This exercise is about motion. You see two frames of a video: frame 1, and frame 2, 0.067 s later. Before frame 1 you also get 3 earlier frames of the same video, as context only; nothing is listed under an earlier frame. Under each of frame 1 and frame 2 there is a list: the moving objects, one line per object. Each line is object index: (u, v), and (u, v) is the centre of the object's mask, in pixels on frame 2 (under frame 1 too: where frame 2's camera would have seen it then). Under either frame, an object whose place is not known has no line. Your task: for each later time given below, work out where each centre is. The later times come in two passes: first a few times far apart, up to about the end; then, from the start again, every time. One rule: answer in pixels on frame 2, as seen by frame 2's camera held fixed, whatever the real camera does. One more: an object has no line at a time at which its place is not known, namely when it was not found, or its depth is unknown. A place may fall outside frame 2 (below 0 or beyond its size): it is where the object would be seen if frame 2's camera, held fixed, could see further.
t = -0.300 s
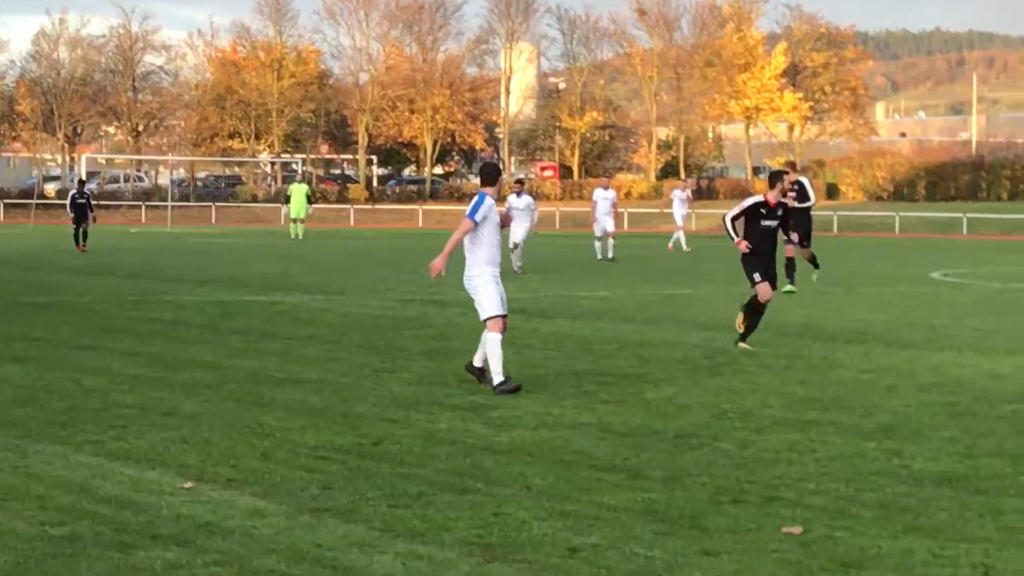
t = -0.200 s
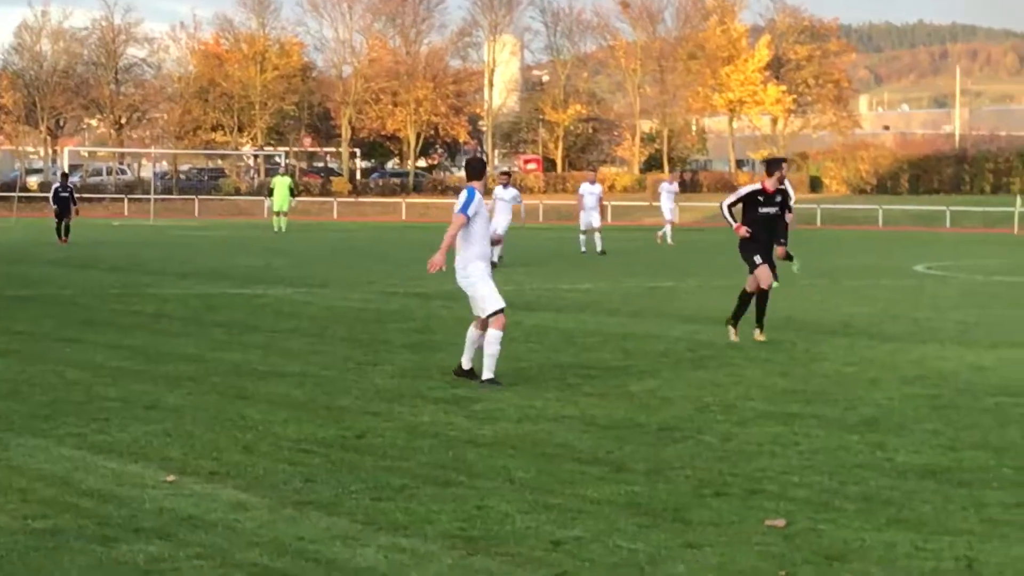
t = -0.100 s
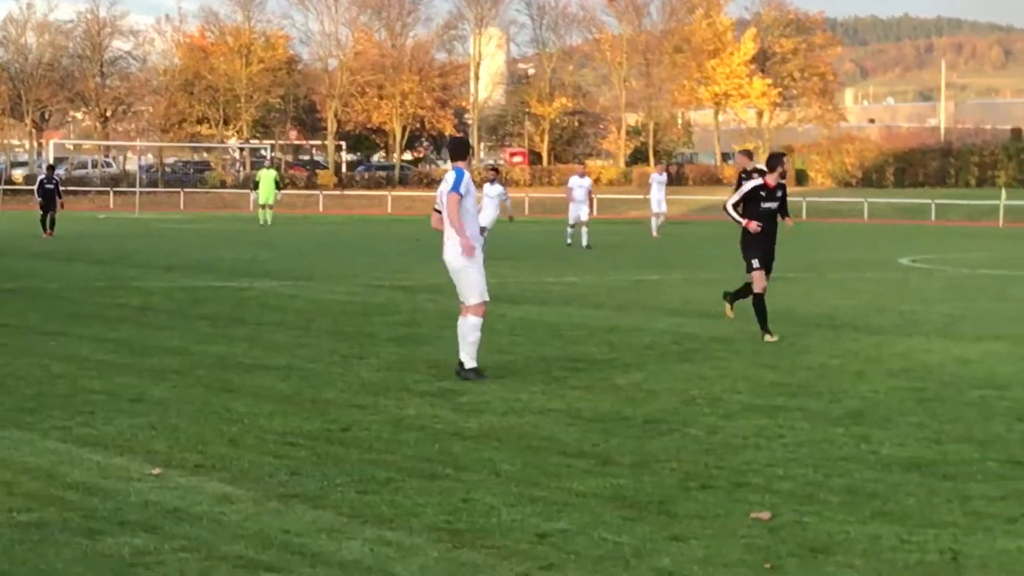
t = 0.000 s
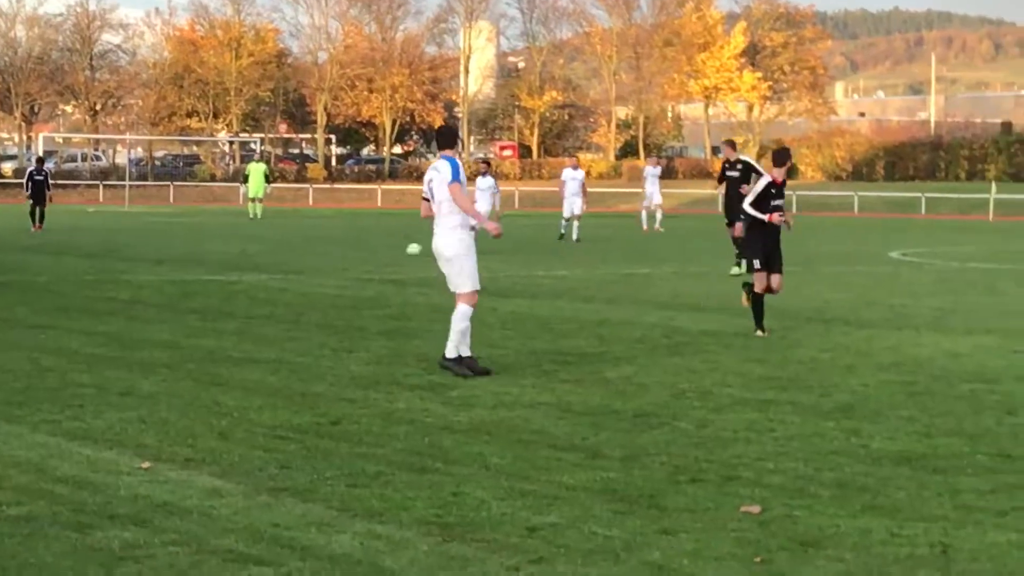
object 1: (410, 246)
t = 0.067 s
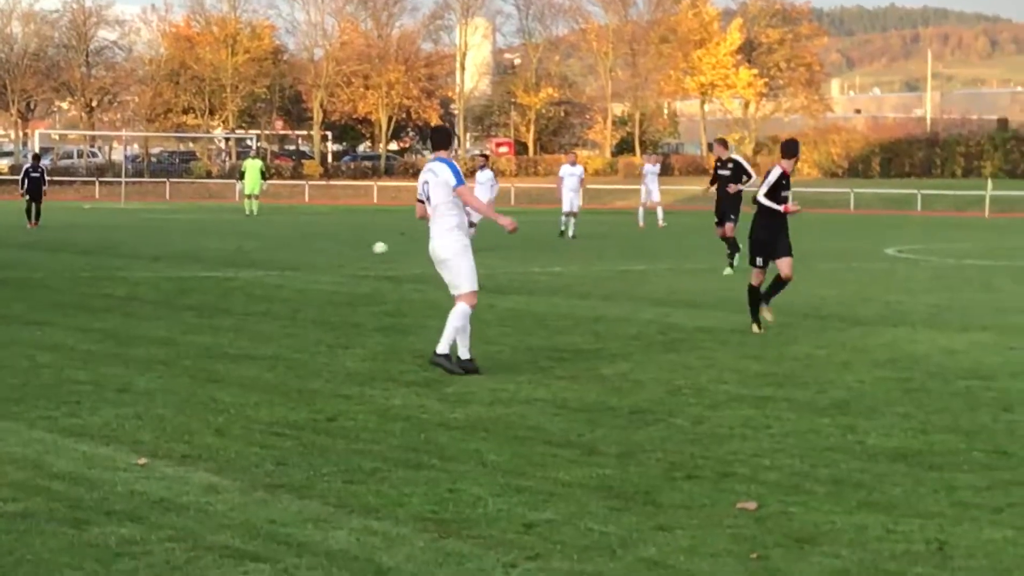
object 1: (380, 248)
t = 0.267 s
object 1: (294, 252)
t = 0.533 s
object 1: (197, 254)
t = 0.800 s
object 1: (113, 255)
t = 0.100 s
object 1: (366, 247)
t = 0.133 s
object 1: (351, 247)
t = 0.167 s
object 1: (337, 248)
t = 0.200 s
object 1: (323, 249)
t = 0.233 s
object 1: (307, 251)
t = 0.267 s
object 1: (294, 252)
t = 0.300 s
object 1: (281, 252)
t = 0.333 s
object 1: (269, 252)
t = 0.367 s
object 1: (255, 254)
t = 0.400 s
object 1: (242, 255)
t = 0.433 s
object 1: (231, 254)
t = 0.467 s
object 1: (220, 253)
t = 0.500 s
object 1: (208, 253)
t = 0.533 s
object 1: (197, 254)
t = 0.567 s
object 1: (185, 255)
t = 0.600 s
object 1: (174, 255)
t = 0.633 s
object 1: (164, 254)
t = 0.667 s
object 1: (154, 252)
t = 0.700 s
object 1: (144, 252)
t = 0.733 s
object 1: (134, 252)
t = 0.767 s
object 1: (123, 253)
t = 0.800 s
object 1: (113, 255)
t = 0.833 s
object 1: (102, 255)
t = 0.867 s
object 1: (91, 253)
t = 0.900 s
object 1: (82, 252)
